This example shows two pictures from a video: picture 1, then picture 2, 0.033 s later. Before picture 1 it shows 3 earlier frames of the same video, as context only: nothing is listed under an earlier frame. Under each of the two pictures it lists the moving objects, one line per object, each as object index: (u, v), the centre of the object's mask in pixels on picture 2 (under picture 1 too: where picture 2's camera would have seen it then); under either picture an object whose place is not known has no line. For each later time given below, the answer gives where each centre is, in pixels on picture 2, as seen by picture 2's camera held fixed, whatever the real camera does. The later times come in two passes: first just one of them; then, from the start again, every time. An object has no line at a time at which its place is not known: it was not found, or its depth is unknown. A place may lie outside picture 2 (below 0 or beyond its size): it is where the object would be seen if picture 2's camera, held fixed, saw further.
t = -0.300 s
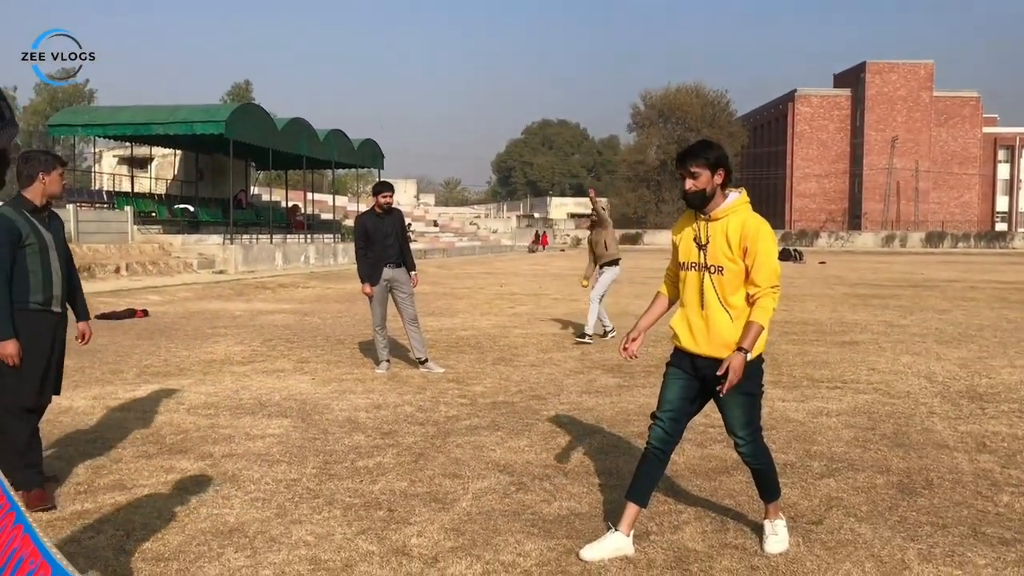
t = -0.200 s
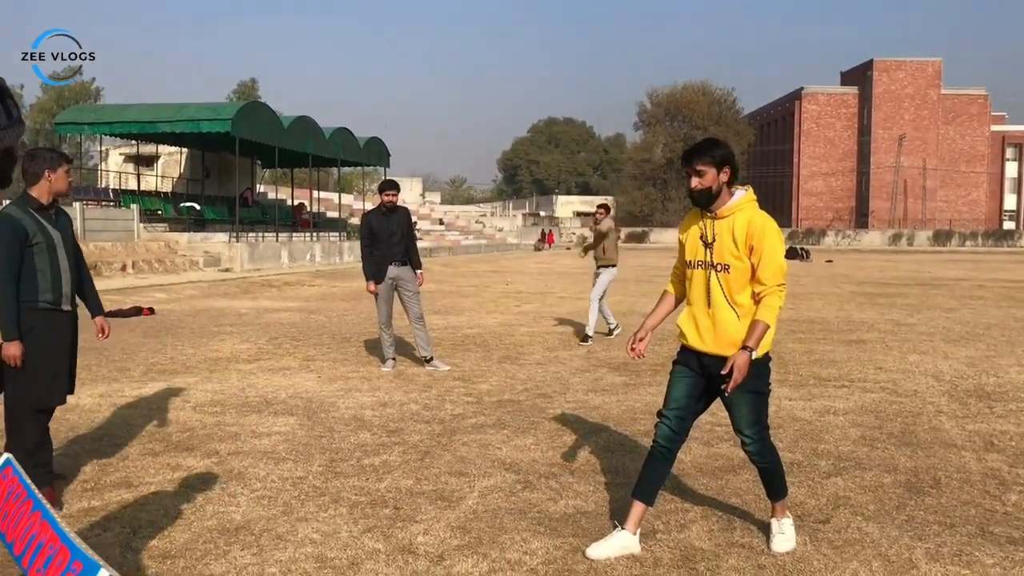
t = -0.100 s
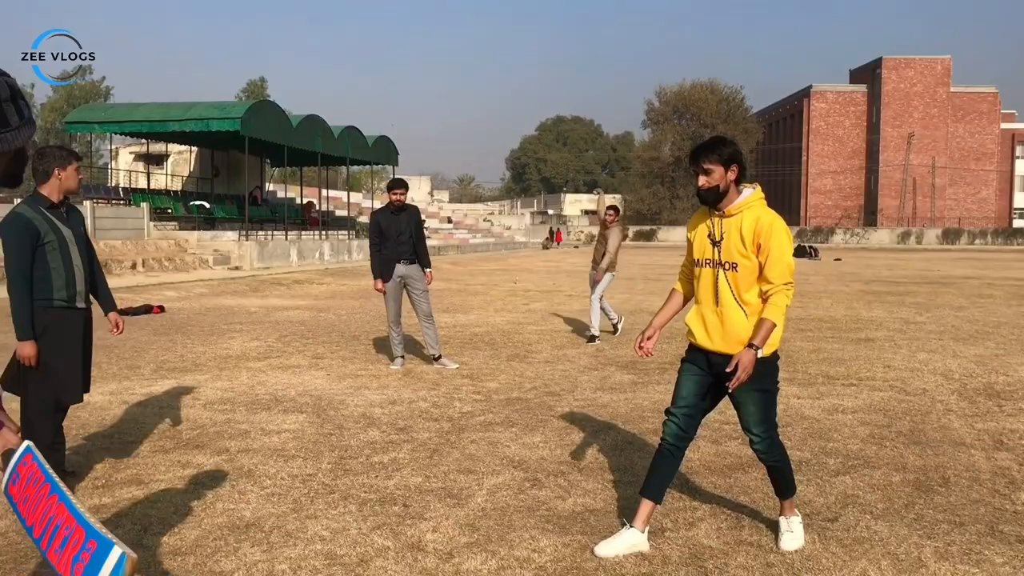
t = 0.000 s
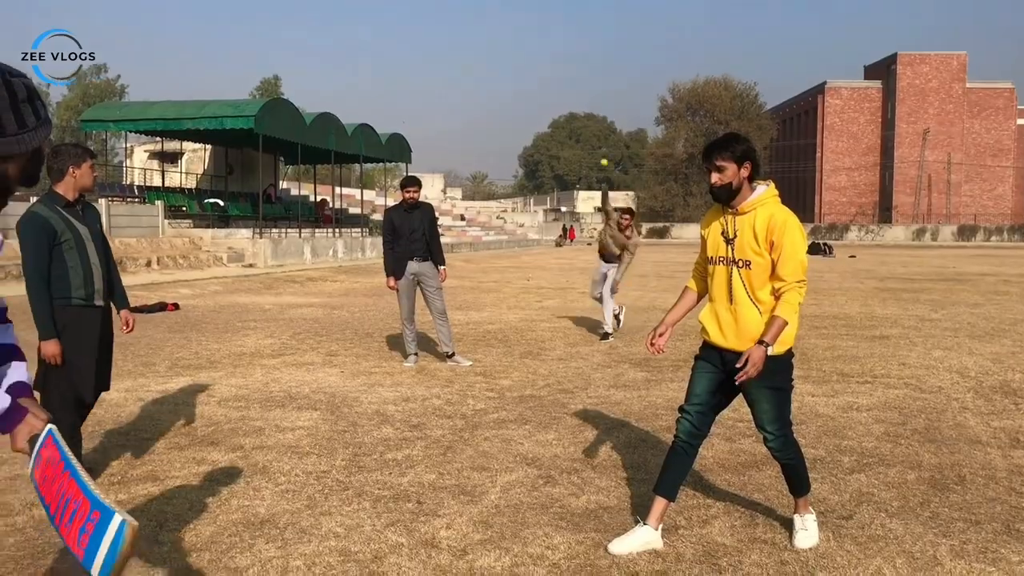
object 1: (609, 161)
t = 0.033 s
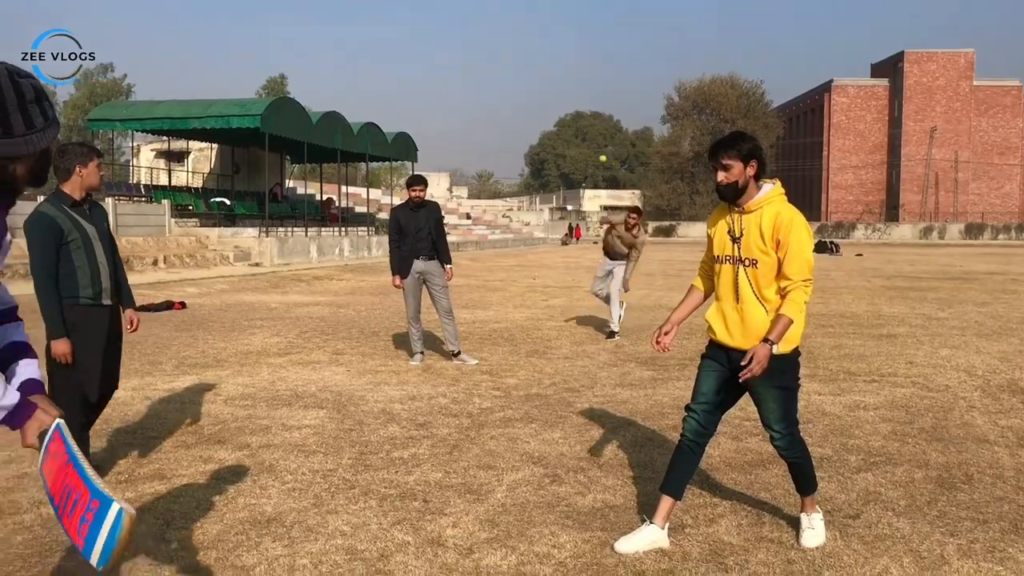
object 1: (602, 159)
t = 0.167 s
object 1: (570, 162)
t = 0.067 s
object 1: (595, 159)
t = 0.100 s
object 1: (587, 159)
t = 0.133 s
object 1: (579, 159)
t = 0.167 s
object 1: (570, 162)
